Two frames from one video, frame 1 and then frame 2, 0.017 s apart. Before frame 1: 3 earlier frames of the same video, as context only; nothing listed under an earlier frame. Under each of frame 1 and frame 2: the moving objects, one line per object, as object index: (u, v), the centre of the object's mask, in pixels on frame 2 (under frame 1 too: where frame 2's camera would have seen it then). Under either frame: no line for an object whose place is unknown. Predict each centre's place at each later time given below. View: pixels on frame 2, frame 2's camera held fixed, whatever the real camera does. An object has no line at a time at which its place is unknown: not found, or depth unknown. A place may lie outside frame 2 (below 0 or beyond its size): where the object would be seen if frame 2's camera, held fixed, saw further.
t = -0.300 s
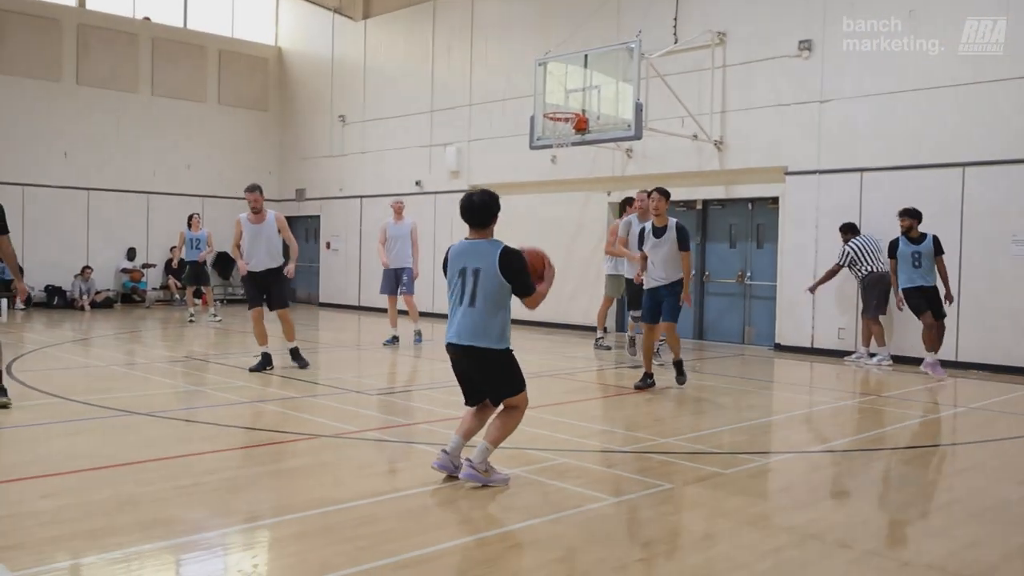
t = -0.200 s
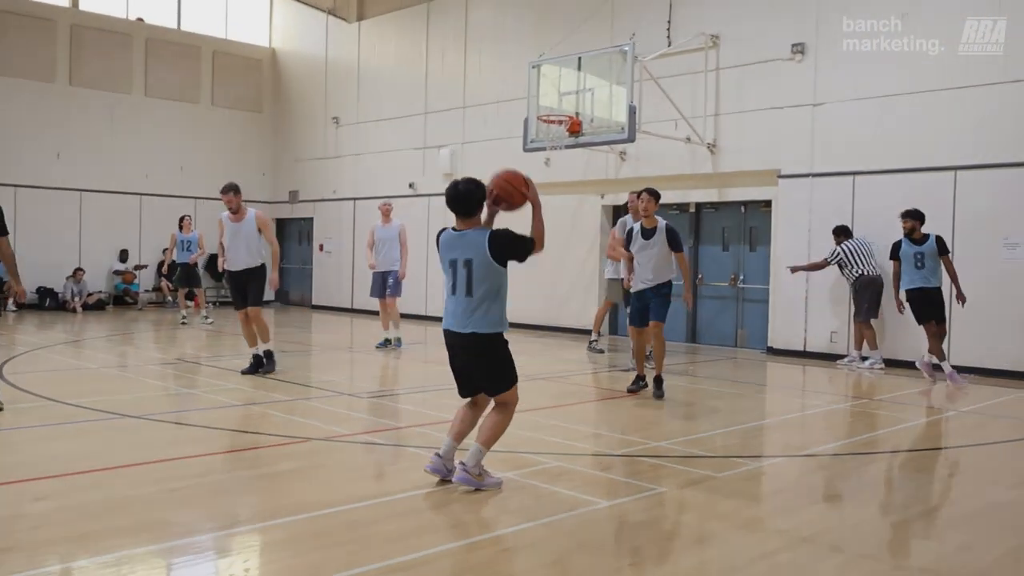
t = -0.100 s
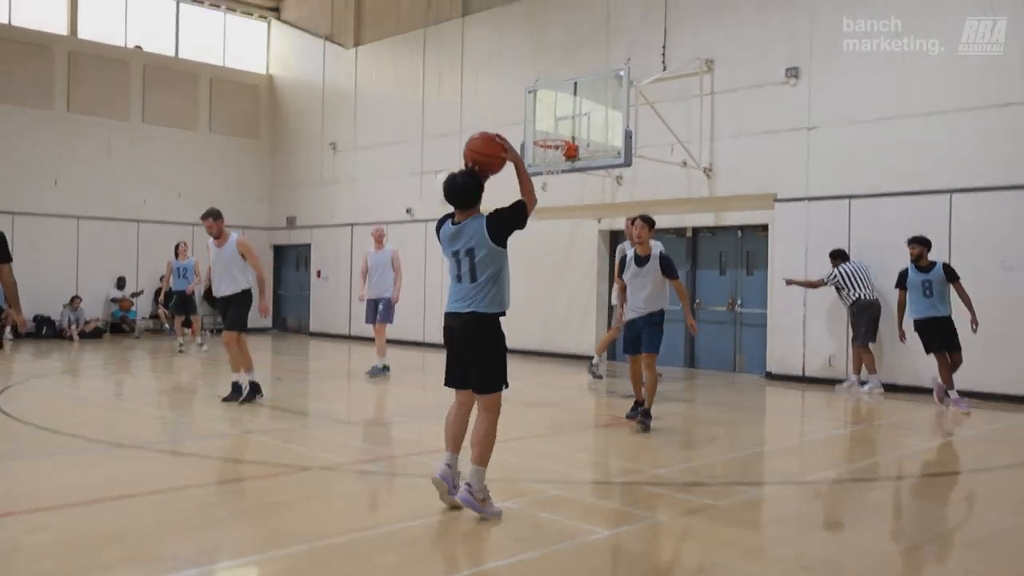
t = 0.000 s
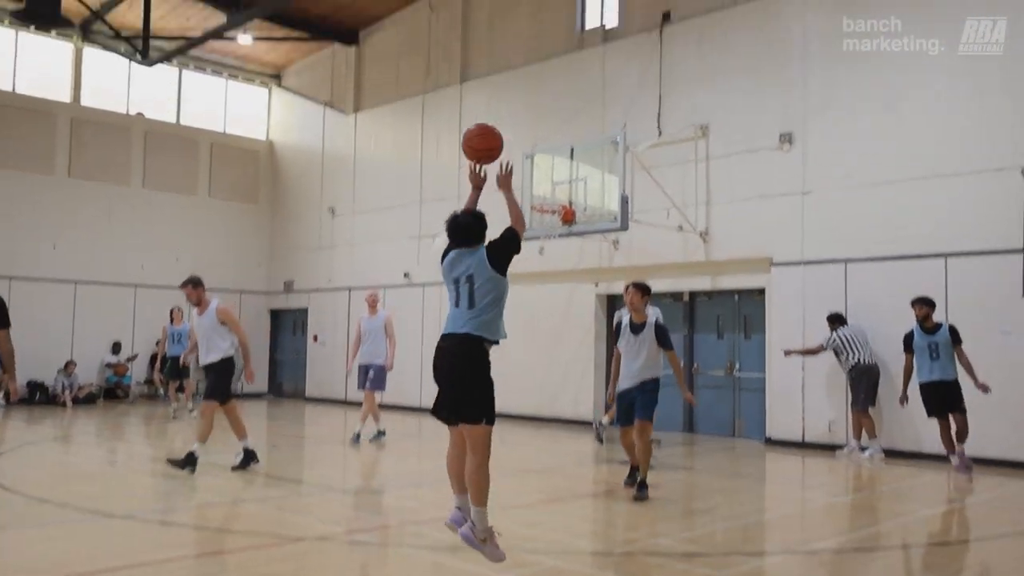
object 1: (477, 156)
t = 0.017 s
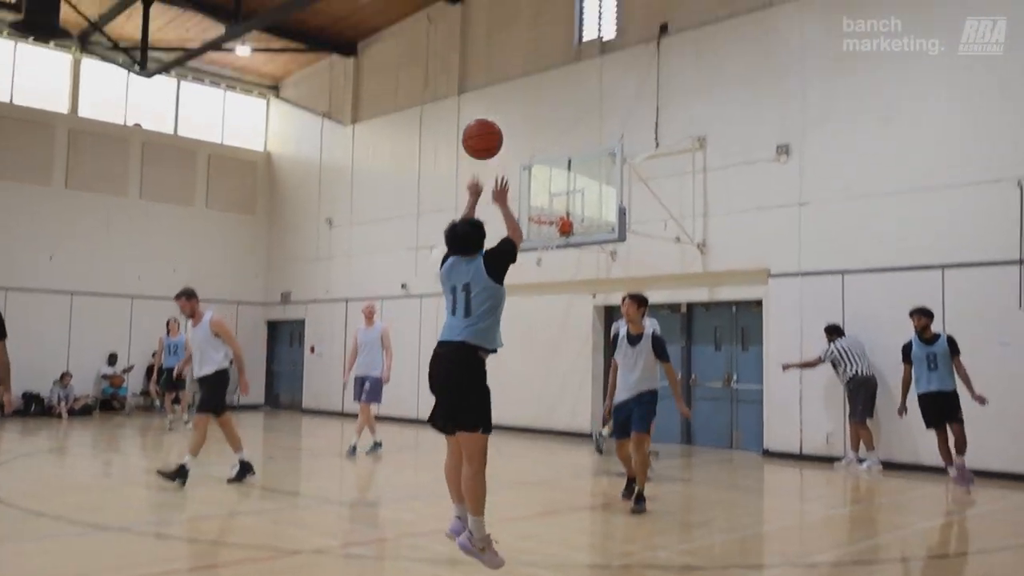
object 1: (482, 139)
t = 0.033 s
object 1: (485, 124)
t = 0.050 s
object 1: (490, 110)
